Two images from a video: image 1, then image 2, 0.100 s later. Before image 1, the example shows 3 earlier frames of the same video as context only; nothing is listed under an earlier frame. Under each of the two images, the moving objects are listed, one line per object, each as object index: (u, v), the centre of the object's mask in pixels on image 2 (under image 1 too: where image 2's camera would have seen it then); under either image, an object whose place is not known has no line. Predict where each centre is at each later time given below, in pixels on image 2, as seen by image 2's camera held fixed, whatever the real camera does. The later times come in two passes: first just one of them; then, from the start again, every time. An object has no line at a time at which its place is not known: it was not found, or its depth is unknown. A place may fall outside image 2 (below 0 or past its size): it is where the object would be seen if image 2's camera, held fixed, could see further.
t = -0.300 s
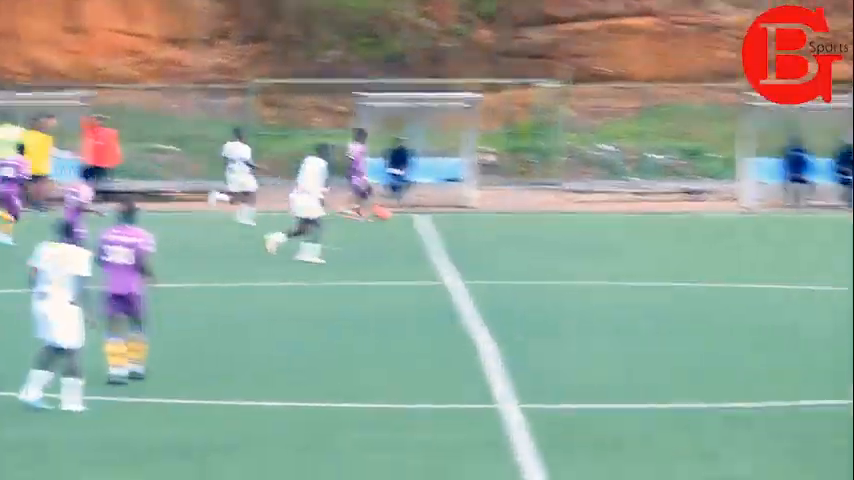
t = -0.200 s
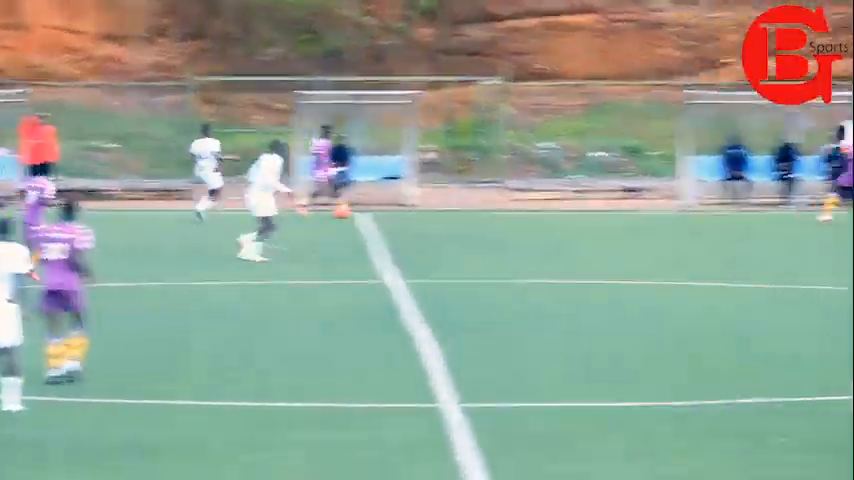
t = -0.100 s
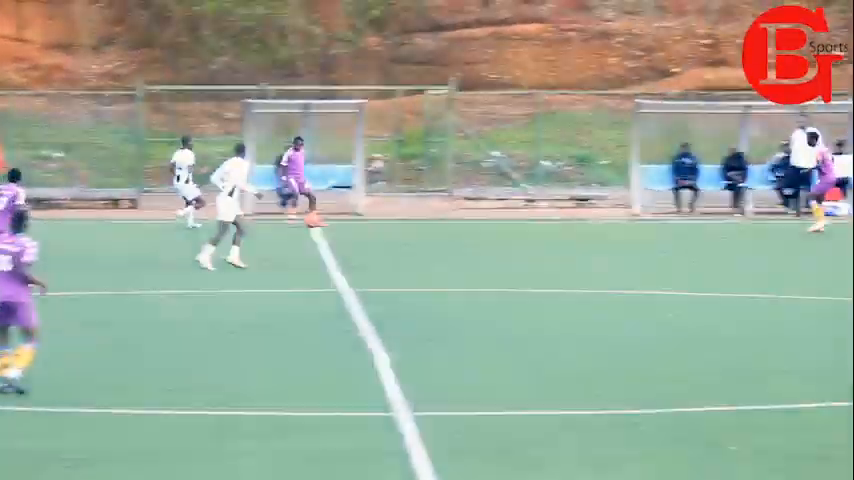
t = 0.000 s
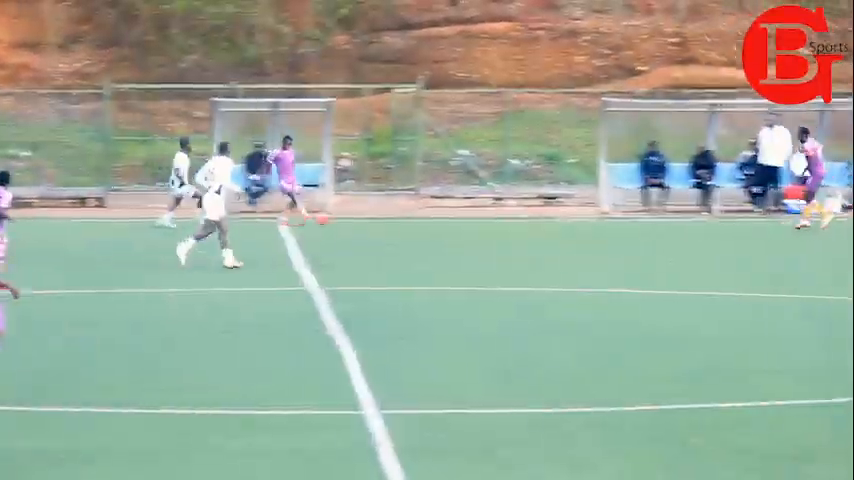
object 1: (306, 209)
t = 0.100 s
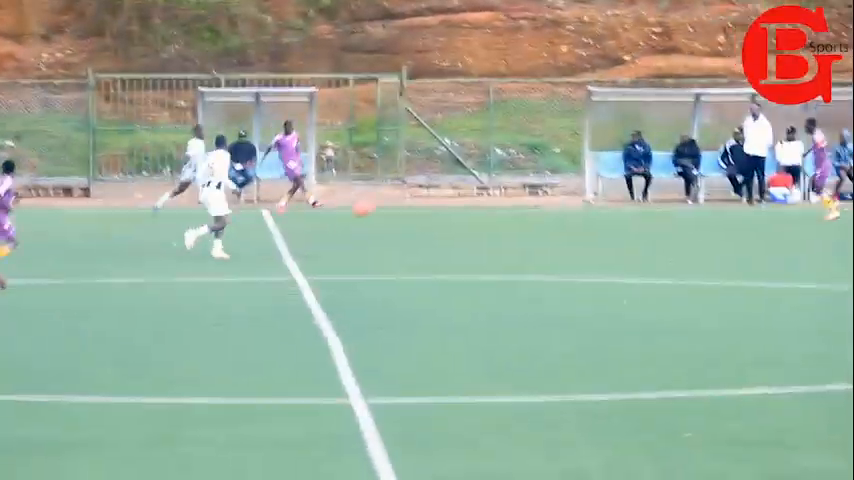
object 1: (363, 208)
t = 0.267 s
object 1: (451, 211)
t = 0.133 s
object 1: (382, 207)
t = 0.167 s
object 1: (398, 208)
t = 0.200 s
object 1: (415, 209)
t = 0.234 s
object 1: (434, 210)
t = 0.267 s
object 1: (451, 211)
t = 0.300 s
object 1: (468, 211)
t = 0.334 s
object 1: (485, 211)
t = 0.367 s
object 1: (501, 212)
